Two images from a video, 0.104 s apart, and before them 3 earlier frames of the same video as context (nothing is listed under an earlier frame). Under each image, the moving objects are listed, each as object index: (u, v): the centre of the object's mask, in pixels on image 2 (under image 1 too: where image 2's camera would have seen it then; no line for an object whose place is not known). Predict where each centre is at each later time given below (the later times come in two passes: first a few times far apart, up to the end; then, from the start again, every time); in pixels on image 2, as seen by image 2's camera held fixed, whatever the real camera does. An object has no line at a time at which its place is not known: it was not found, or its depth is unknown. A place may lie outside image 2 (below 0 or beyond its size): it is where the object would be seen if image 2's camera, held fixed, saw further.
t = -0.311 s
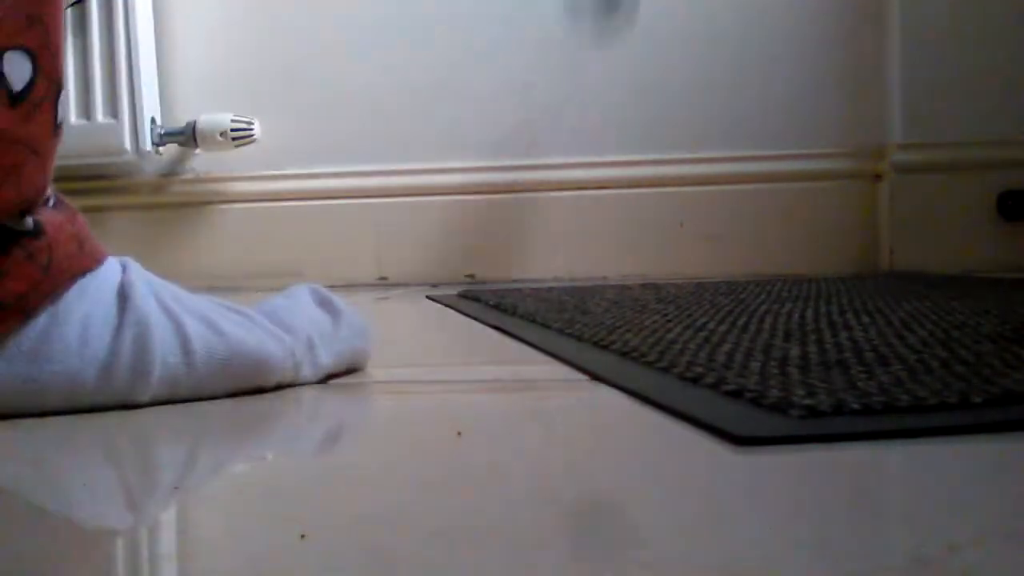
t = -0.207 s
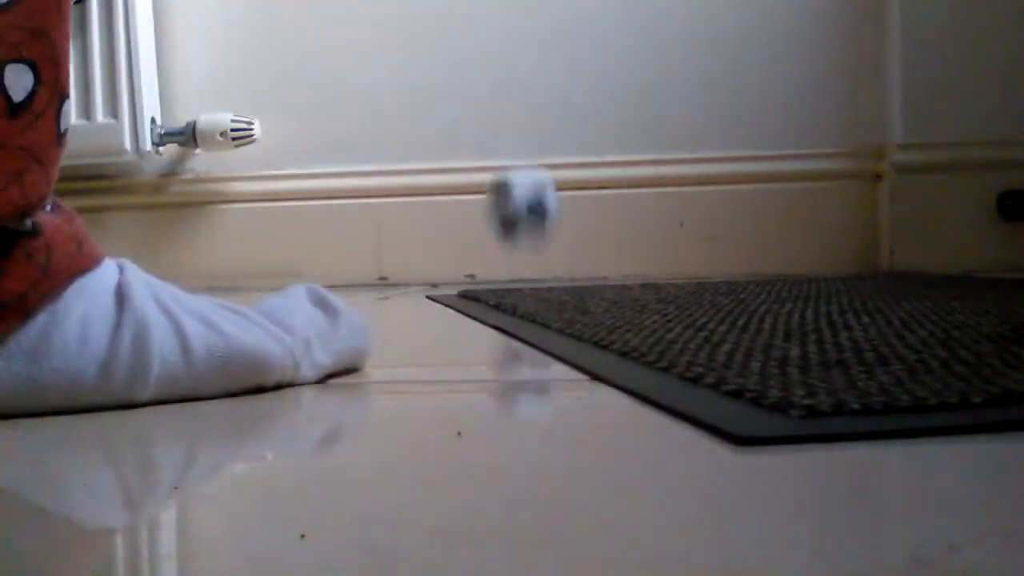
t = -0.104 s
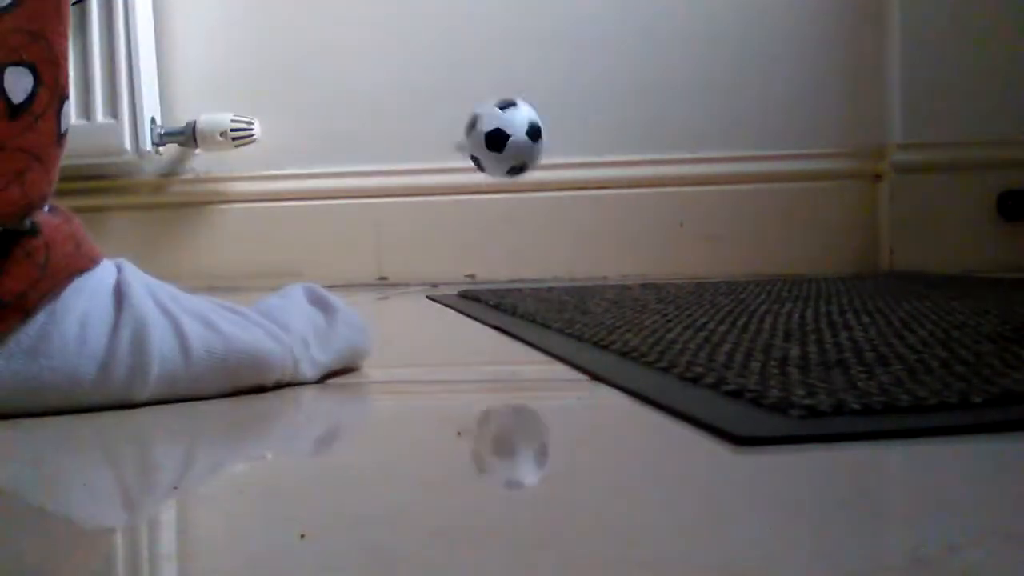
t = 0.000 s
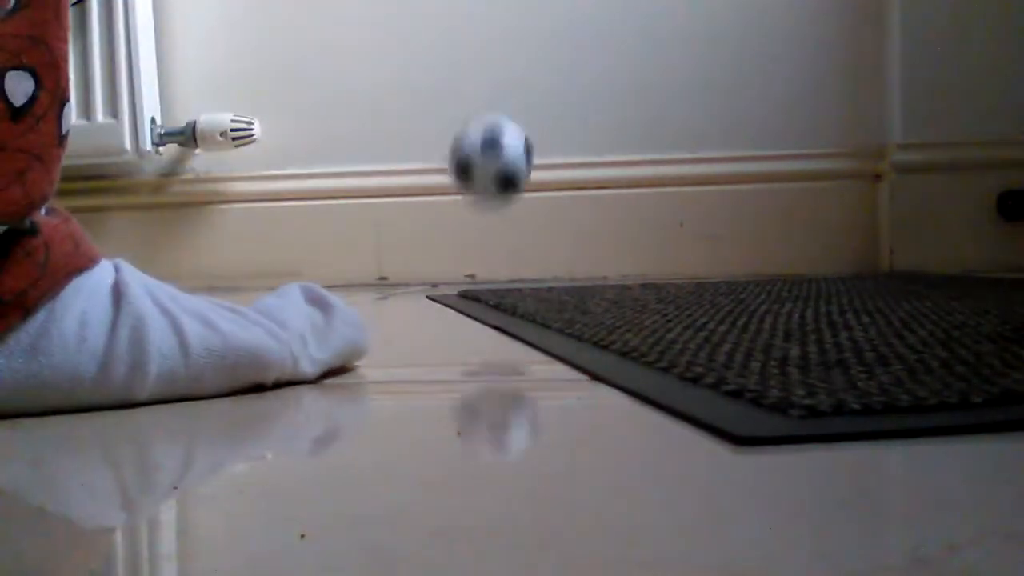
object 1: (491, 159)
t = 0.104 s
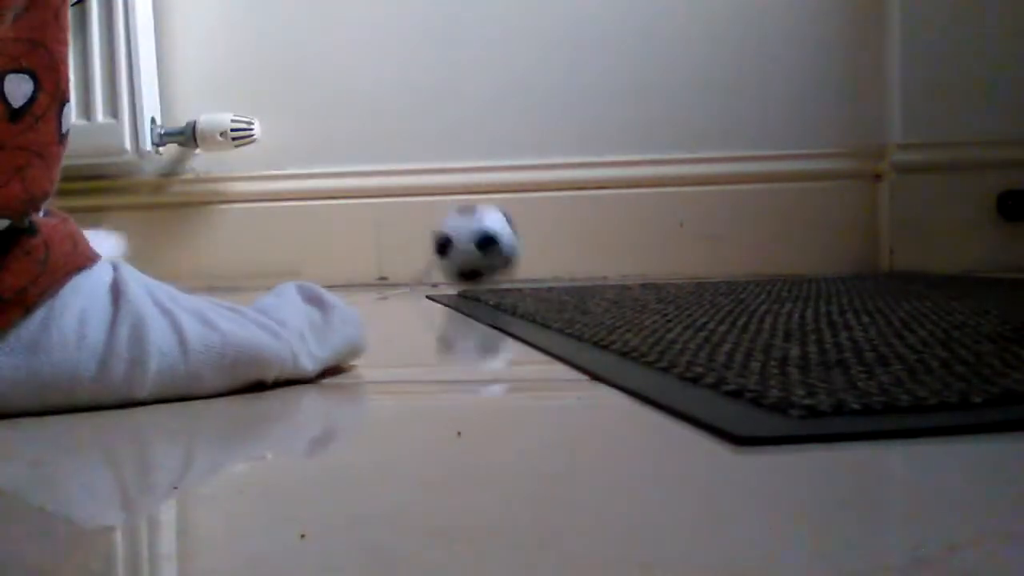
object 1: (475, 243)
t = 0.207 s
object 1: (454, 234)
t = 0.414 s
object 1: (422, 253)
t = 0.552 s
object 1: (396, 257)
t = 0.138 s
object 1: (469, 231)
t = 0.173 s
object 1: (461, 227)
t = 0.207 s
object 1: (454, 234)
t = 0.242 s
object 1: (447, 250)
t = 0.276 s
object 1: (441, 248)
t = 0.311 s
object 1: (436, 248)
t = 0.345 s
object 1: (431, 251)
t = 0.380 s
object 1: (427, 252)
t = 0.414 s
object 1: (422, 253)
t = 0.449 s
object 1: (416, 254)
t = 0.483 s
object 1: (409, 256)
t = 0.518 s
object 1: (403, 256)
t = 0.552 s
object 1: (396, 257)
